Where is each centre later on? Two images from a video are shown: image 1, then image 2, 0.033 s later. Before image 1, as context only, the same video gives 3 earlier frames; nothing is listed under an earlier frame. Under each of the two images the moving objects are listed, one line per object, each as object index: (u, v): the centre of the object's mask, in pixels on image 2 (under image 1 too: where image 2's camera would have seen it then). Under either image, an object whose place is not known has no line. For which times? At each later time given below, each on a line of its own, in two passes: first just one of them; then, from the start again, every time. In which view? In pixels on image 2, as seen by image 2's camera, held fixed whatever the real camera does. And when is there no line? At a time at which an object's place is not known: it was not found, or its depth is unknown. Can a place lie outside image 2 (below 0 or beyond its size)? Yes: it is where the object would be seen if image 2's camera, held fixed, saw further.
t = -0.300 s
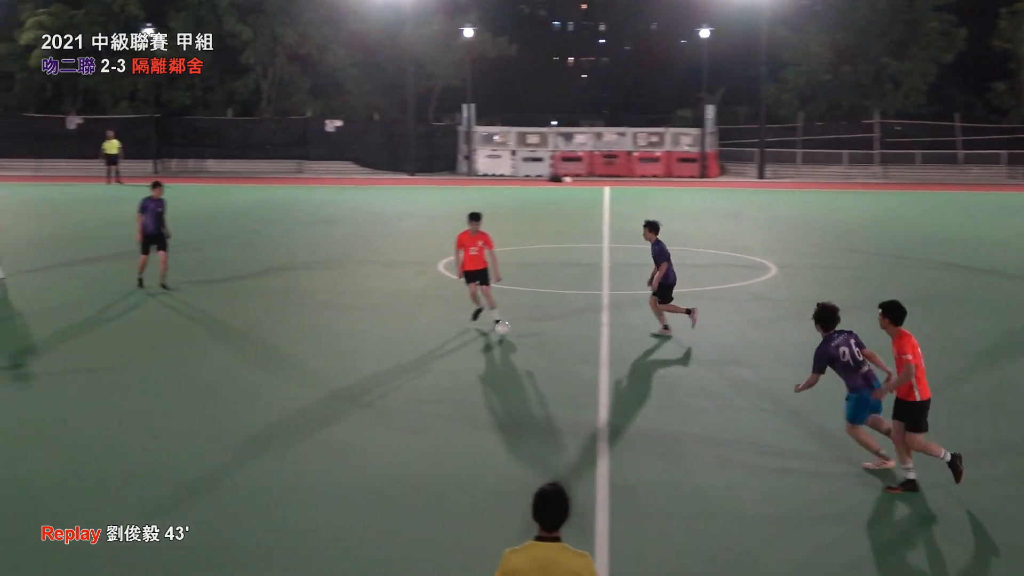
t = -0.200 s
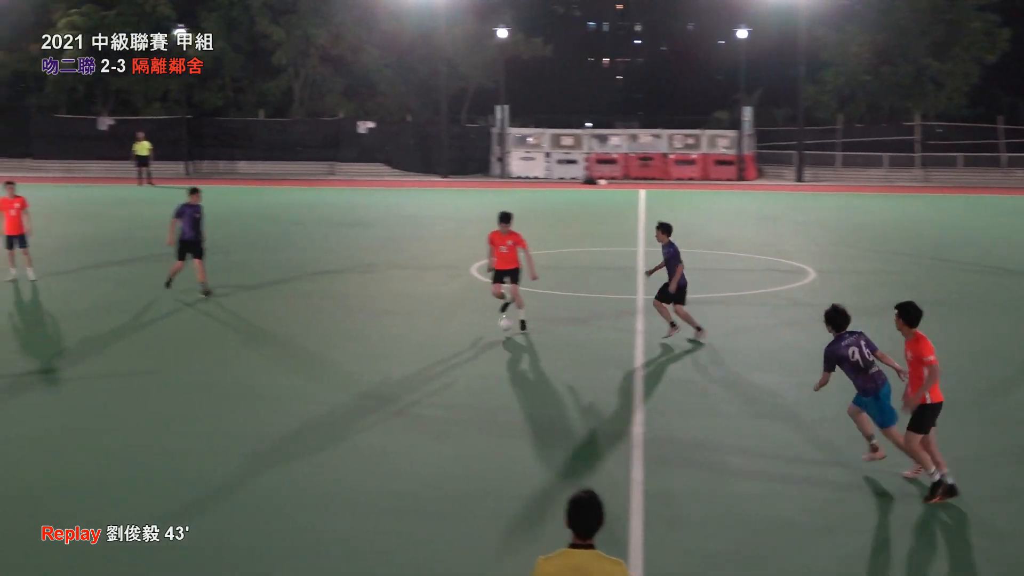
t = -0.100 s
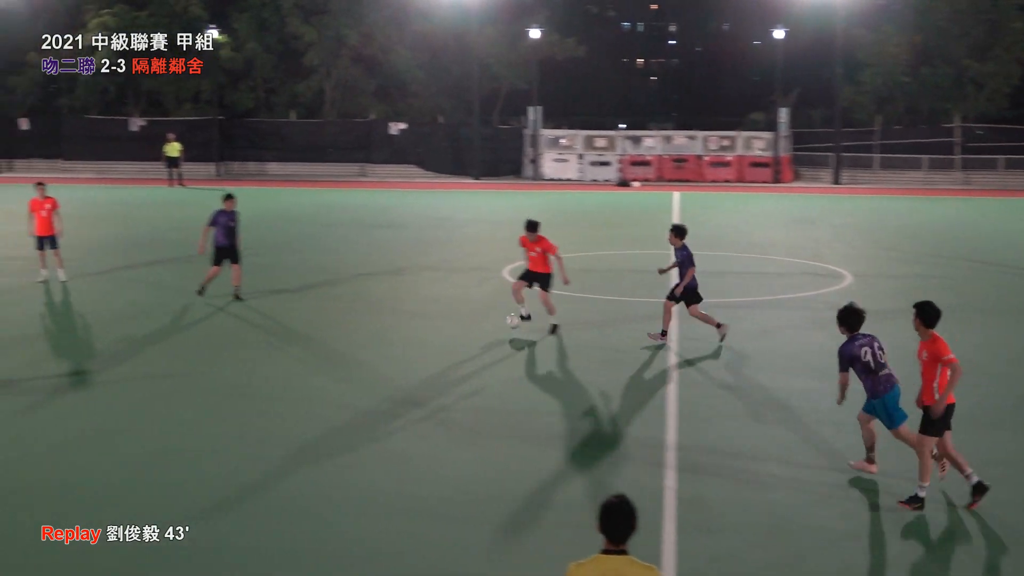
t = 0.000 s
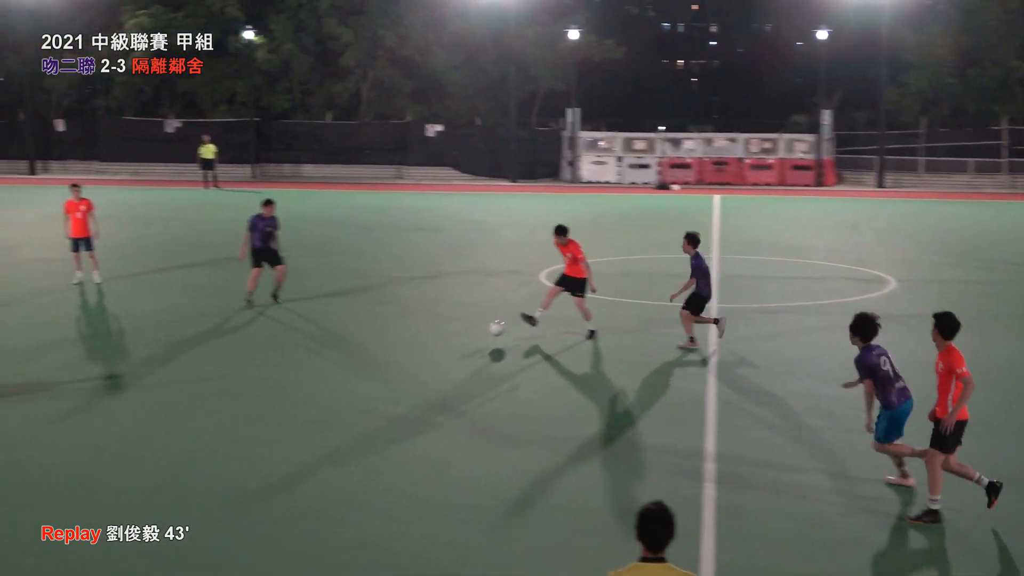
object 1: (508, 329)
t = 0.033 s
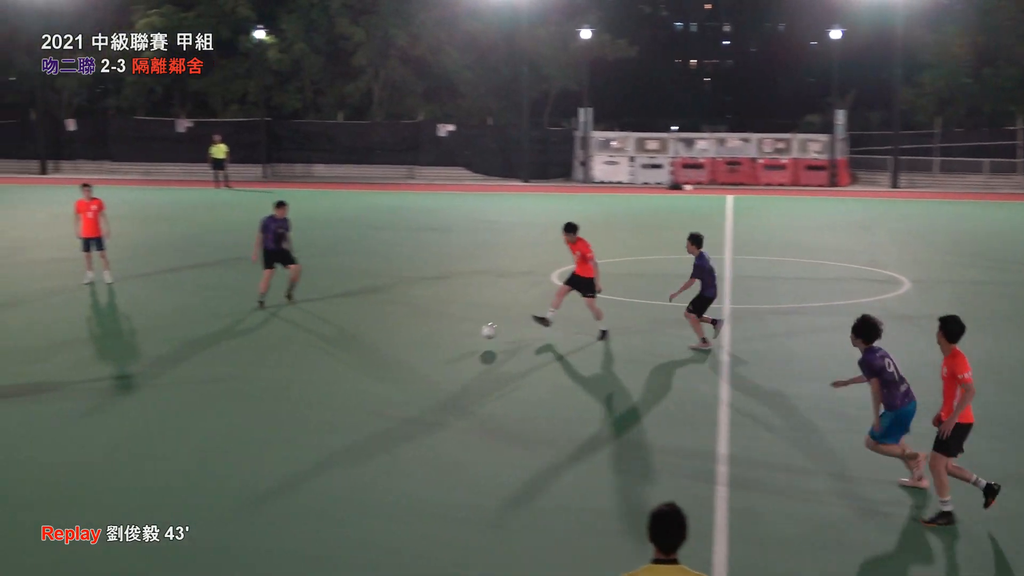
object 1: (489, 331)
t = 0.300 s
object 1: (349, 341)
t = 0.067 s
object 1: (470, 333)
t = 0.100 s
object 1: (449, 338)
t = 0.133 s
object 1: (430, 342)
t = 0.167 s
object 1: (414, 341)
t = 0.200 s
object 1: (398, 339)
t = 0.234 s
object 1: (382, 339)
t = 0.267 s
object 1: (365, 339)
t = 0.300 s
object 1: (349, 341)
